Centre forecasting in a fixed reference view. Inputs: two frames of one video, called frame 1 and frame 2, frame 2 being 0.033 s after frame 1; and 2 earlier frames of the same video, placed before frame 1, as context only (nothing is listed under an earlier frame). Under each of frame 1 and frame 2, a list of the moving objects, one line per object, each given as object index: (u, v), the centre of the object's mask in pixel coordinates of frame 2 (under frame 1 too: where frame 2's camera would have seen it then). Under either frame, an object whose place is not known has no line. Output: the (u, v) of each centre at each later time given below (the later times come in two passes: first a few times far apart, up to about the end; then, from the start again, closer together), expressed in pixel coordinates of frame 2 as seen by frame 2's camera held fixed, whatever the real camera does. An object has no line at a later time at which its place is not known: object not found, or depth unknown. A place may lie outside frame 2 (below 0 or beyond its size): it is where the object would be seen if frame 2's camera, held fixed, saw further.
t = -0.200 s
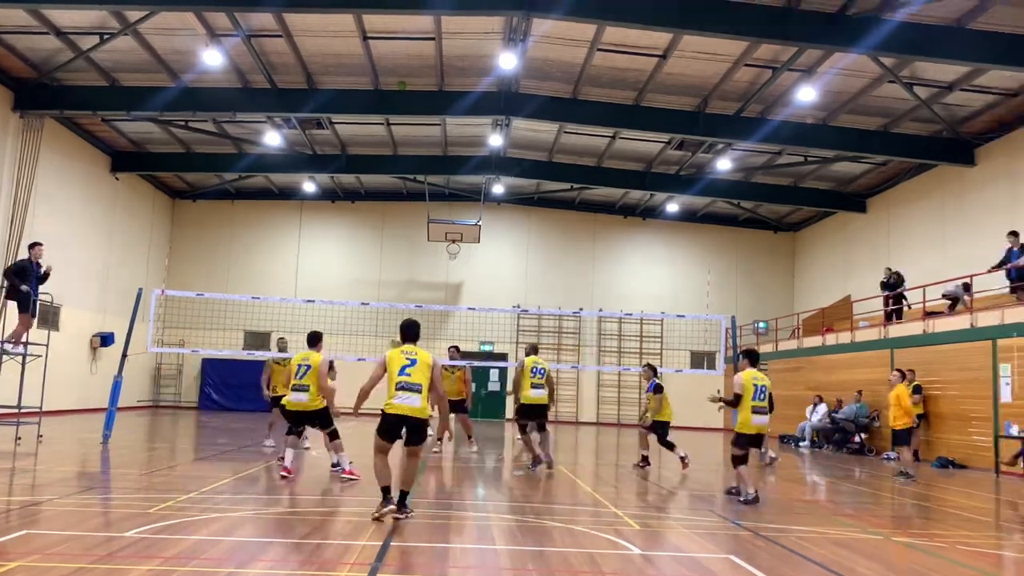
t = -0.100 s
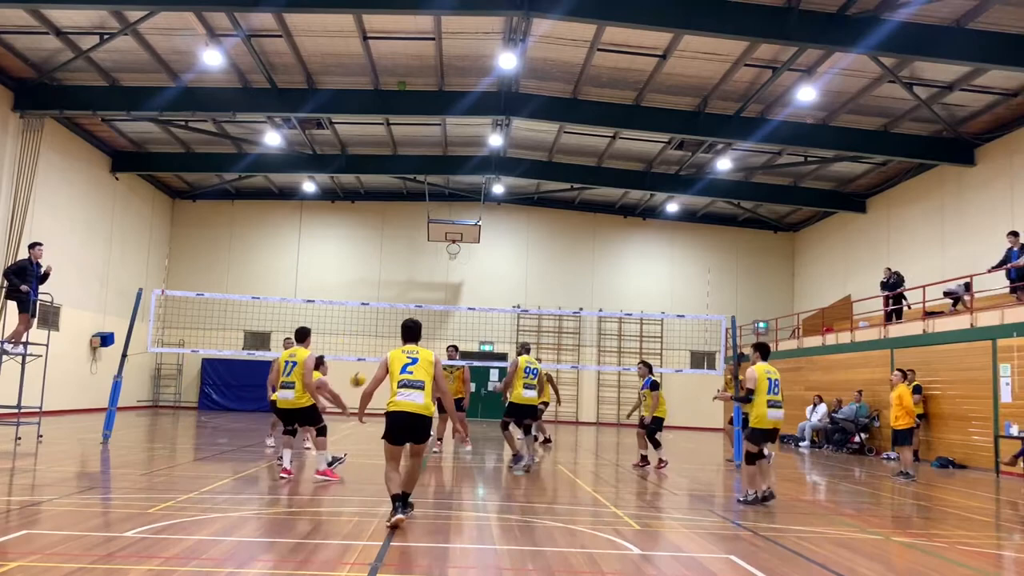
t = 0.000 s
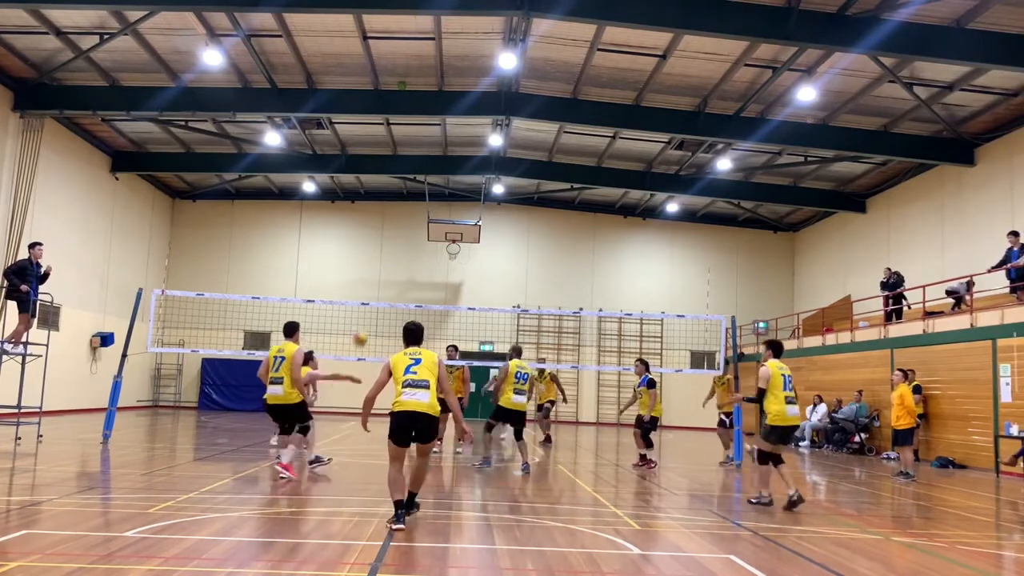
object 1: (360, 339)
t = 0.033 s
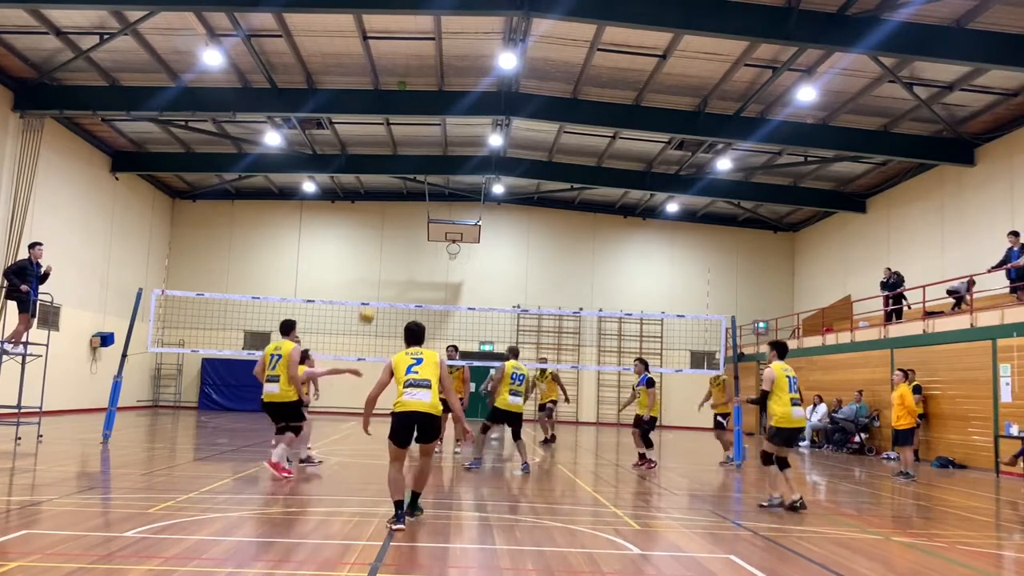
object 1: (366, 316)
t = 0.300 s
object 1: (407, 180)
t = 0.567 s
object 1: (439, 102)
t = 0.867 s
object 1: (467, 72)
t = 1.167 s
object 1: (491, 98)
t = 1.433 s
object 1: (509, 163)
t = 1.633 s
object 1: (522, 237)
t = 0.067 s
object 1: (372, 295)
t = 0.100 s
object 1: (377, 277)
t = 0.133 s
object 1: (383, 257)
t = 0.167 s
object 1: (388, 241)
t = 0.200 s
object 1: (393, 223)
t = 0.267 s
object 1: (403, 193)
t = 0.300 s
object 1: (407, 180)
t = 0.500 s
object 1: (431, 116)
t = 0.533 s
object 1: (435, 109)
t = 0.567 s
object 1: (439, 102)
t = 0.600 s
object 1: (442, 96)
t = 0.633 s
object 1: (446, 90)
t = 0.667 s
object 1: (449, 86)
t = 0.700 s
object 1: (452, 82)
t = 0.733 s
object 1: (455, 78)
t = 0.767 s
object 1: (458, 75)
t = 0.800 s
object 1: (461, 73)
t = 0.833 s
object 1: (464, 72)
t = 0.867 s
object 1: (467, 72)
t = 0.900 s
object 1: (470, 72)
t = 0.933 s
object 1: (473, 73)
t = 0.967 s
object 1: (475, 74)
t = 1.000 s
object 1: (478, 77)
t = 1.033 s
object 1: (480, 79)
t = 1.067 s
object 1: (483, 82)
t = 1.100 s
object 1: (486, 87)
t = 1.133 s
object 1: (488, 92)
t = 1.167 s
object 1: (491, 98)
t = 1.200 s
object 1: (493, 104)
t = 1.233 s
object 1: (495, 110)
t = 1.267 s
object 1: (498, 119)
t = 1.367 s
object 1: (507, 142)
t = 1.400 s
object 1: (507, 153)
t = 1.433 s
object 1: (509, 163)
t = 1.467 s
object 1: (511, 172)
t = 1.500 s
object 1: (514, 185)
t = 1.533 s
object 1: (516, 197)
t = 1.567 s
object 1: (517, 208)
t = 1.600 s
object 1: (519, 222)
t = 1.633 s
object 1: (522, 237)
